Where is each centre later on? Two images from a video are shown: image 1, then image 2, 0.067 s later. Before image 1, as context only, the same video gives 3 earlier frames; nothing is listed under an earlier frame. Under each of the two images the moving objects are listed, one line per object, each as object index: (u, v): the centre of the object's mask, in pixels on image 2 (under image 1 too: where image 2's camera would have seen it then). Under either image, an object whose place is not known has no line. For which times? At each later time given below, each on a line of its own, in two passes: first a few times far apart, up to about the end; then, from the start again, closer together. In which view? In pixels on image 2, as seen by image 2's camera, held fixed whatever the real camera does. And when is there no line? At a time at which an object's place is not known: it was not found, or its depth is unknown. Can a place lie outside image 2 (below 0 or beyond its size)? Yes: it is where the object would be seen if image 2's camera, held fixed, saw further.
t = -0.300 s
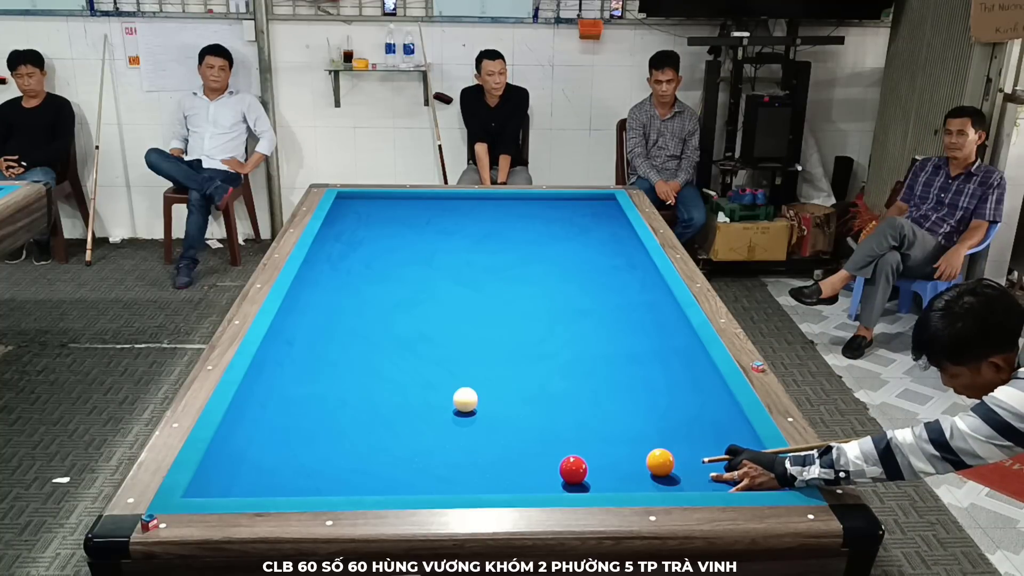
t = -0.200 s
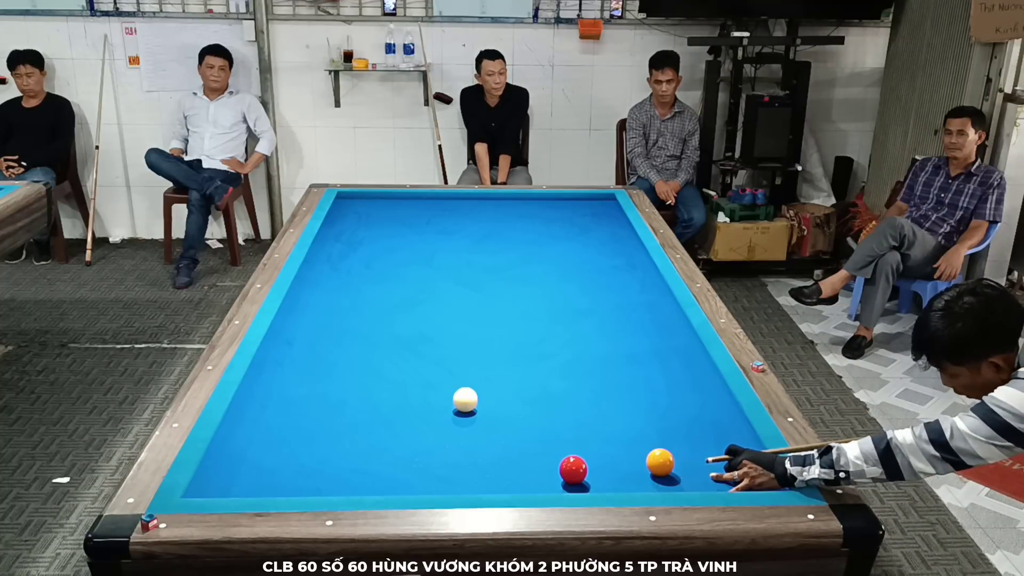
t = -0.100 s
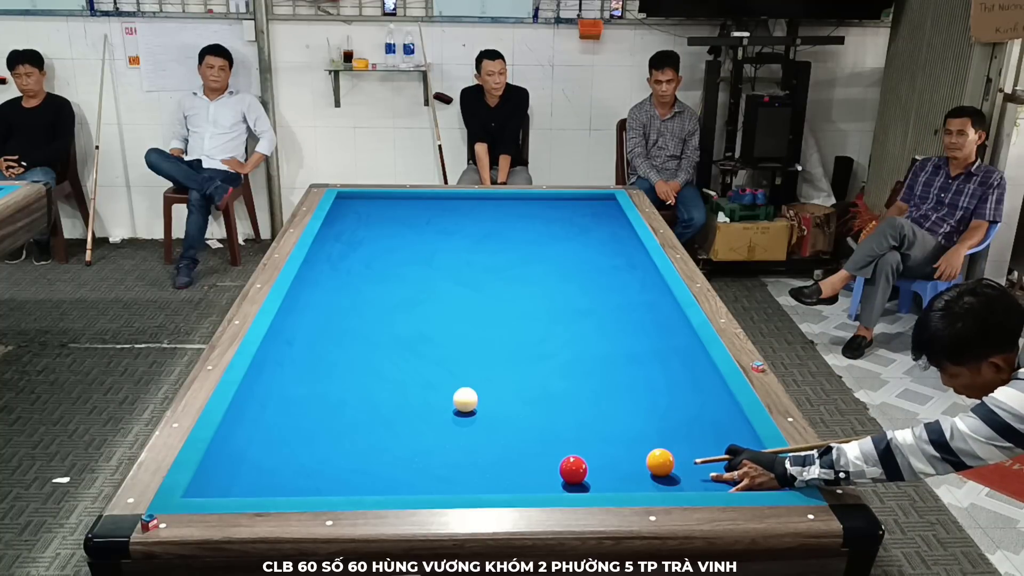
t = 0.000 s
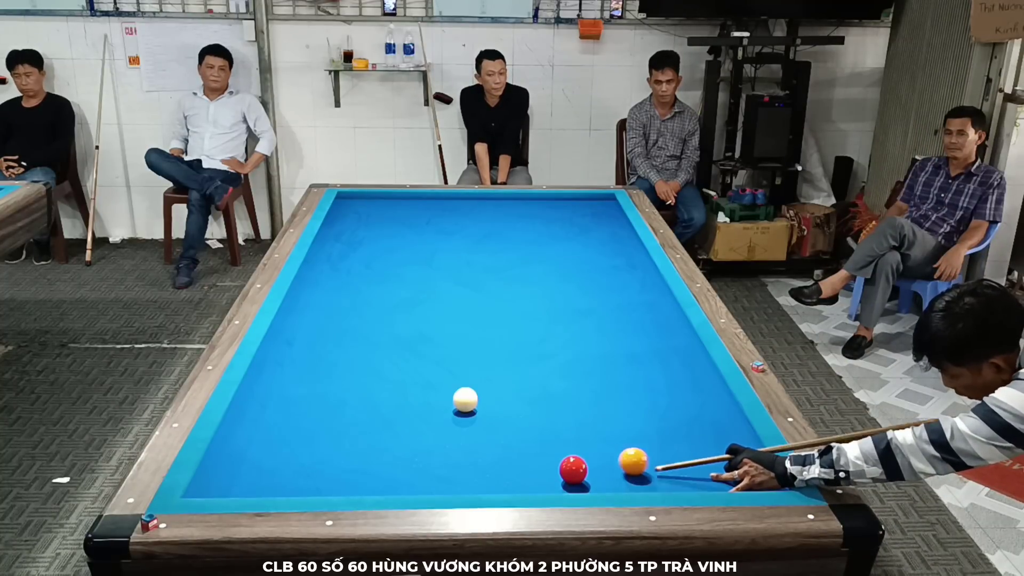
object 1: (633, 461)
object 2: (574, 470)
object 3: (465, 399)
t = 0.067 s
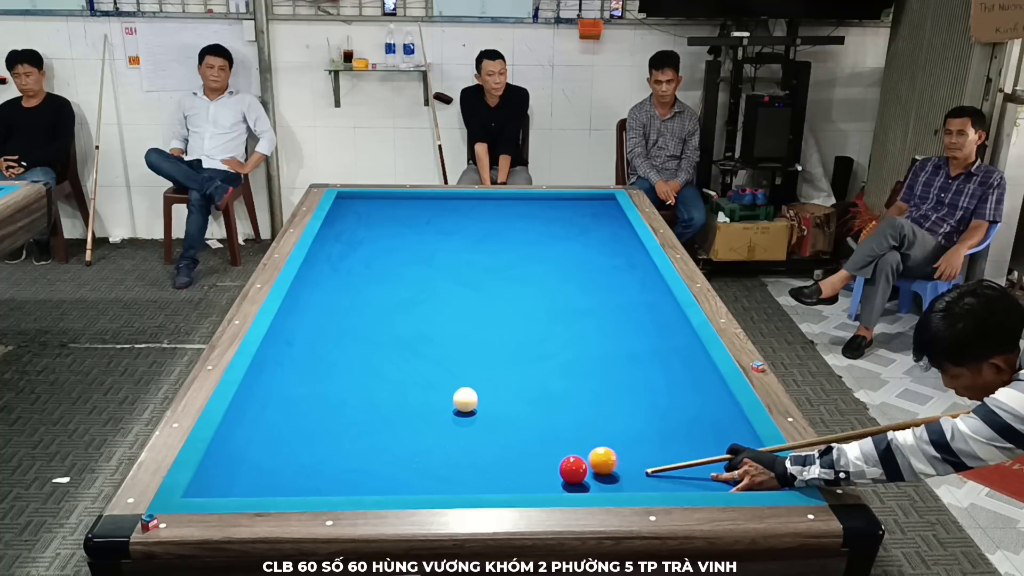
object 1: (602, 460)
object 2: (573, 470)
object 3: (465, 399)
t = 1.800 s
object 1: (485, 386)
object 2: (348, 450)
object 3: (416, 388)
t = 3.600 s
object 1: (480, 370)
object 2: (251, 424)
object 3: (348, 374)
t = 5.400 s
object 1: (480, 370)
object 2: (295, 417)
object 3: (331, 372)
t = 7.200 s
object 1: (480, 370)
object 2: (296, 418)
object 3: (331, 372)
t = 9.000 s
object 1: (480, 370)
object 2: (296, 418)
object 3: (331, 372)
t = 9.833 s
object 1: (480, 370)
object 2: (296, 417)
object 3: (331, 372)
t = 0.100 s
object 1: (592, 459)
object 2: (571, 471)
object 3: (465, 400)
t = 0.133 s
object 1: (585, 456)
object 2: (564, 474)
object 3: (465, 400)
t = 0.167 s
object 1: (580, 454)
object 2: (558, 476)
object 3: (465, 399)
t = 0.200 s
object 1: (576, 451)
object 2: (552, 478)
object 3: (465, 400)
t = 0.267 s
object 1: (568, 447)
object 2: (541, 482)
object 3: (465, 399)
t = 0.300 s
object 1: (564, 445)
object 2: (535, 483)
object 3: (465, 399)
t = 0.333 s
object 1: (560, 443)
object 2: (529, 484)
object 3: (465, 399)
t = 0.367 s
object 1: (556, 441)
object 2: (524, 486)
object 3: (465, 399)
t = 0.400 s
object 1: (552, 439)
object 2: (519, 485)
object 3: (465, 399)
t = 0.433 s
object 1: (548, 437)
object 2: (514, 485)
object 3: (465, 400)
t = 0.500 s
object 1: (541, 433)
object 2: (504, 484)
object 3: (465, 400)
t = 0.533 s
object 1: (537, 431)
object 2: (499, 483)
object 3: (465, 399)
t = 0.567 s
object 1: (534, 429)
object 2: (495, 482)
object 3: (465, 399)
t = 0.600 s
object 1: (530, 427)
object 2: (490, 482)
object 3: (465, 400)
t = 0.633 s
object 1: (527, 425)
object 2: (486, 481)
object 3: (465, 399)
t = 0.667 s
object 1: (523, 423)
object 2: (481, 480)
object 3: (465, 400)
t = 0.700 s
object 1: (520, 421)
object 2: (477, 480)
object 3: (465, 399)
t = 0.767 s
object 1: (513, 418)
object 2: (468, 478)
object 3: (465, 399)
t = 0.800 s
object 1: (510, 416)
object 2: (463, 476)
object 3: (465, 399)
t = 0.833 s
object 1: (507, 414)
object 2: (459, 475)
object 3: (465, 399)
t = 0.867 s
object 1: (503, 412)
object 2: (455, 474)
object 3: (465, 399)
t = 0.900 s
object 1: (500, 411)
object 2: (451, 473)
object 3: (465, 399)
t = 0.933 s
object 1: (497, 409)
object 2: (446, 472)
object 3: (465, 399)
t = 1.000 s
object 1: (491, 406)
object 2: (438, 470)
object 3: (465, 399)
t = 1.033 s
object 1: (488, 404)
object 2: (434, 469)
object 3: (465, 399)
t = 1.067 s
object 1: (488, 403)
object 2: (430, 469)
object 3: (462, 399)
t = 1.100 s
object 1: (488, 402)
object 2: (426, 467)
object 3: (460, 398)
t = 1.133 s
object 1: (488, 402)
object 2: (422, 467)
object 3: (457, 398)
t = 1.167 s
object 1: (488, 401)
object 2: (418, 466)
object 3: (455, 397)
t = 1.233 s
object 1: (487, 399)
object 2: (410, 464)
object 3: (451, 396)
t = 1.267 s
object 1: (487, 398)
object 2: (406, 463)
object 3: (449, 396)
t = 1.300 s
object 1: (487, 397)
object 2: (402, 462)
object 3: (446, 395)
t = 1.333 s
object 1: (487, 396)
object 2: (398, 461)
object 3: (444, 394)
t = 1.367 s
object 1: (487, 396)
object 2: (394, 461)
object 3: (442, 394)
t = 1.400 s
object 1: (487, 395)
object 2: (391, 460)
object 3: (440, 394)
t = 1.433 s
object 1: (487, 394)
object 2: (387, 459)
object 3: (438, 393)
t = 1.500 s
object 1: (487, 392)
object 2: (380, 457)
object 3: (434, 392)
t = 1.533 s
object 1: (486, 392)
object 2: (376, 456)
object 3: (432, 392)
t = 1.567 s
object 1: (486, 391)
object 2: (372, 456)
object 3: (430, 391)
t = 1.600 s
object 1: (486, 390)
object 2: (369, 455)
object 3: (428, 391)
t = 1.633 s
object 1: (486, 390)
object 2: (365, 454)
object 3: (426, 390)
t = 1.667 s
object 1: (486, 389)
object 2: (362, 453)
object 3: (424, 390)
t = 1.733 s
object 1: (486, 388)
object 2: (355, 452)
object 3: (420, 389)
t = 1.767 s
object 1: (486, 387)
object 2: (352, 451)
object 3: (418, 389)
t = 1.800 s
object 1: (485, 386)
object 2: (348, 450)
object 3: (416, 388)
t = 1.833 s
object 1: (485, 386)
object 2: (345, 450)
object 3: (414, 388)
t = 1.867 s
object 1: (485, 385)
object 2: (342, 449)
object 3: (413, 387)
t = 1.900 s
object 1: (485, 384)
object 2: (338, 448)
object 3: (411, 387)
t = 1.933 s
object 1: (485, 384)
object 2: (335, 448)
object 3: (409, 387)
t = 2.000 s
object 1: (485, 383)
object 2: (328, 446)
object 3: (406, 386)
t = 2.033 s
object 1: (484, 382)
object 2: (325, 446)
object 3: (404, 385)
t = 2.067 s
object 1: (484, 382)
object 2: (322, 445)
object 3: (402, 385)
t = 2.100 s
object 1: (484, 381)
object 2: (319, 445)
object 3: (401, 385)
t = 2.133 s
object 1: (484, 381)
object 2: (316, 444)
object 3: (399, 384)
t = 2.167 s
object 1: (484, 380)
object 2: (313, 443)
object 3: (397, 384)
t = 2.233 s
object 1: (483, 379)
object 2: (307, 442)
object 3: (394, 383)
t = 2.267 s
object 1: (483, 379)
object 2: (303, 442)
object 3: (393, 383)
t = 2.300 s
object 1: (483, 378)
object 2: (300, 441)
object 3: (391, 383)
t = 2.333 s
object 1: (483, 378)
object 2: (297, 440)
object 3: (390, 382)
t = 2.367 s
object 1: (483, 378)
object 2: (294, 440)
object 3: (388, 382)
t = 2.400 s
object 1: (483, 377)
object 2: (292, 439)
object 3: (387, 382)
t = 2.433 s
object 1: (482, 377)
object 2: (289, 439)
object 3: (385, 381)
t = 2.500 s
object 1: (482, 376)
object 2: (283, 438)
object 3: (383, 381)
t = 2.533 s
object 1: (482, 376)
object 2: (280, 437)
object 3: (381, 381)
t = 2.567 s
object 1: (482, 375)
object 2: (277, 437)
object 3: (380, 380)
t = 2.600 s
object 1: (482, 375)
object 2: (274, 436)
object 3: (379, 380)
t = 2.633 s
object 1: (481, 375)
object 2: (272, 436)
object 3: (377, 380)
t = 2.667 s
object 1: (481, 374)
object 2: (269, 435)
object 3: (376, 379)
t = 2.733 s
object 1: (481, 374)
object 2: (263, 434)
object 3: (374, 379)
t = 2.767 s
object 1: (481, 373)
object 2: (261, 433)
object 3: (372, 379)
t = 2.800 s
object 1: (481, 373)
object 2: (258, 433)
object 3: (371, 378)
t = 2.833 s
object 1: (481, 373)
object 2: (256, 432)
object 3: (370, 378)
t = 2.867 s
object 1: (480, 373)
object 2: (253, 432)
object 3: (369, 378)
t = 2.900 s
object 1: (480, 372)
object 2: (250, 432)
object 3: (367, 378)
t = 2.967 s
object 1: (480, 372)
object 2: (245, 430)
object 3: (365, 377)
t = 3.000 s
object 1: (480, 372)
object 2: (243, 430)
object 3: (364, 377)
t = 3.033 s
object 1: (480, 372)
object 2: (240, 430)
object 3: (363, 377)
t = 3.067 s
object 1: (480, 371)
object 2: (238, 429)
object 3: (362, 377)
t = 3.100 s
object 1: (480, 371)
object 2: (235, 429)
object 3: (361, 376)
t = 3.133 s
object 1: (480, 371)
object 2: (233, 428)
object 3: (360, 376)
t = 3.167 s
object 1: (480, 371)
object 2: (231, 428)
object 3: (359, 376)
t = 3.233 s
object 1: (480, 371)
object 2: (234, 427)
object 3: (357, 376)
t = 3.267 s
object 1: (480, 370)
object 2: (235, 427)
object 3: (356, 375)
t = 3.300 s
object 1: (480, 370)
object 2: (237, 427)
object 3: (355, 375)
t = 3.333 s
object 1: (480, 370)
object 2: (239, 426)
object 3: (354, 375)
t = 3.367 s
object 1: (480, 370)
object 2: (240, 426)
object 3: (354, 375)
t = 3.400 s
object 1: (480, 370)
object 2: (242, 426)
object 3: (353, 375)
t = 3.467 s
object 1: (480, 370)
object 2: (245, 425)
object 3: (351, 374)
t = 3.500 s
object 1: (480, 370)
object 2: (247, 424)
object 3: (350, 374)
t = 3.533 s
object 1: (480, 370)
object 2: (248, 424)
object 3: (349, 374)
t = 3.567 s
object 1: (480, 370)
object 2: (250, 424)
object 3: (349, 374)
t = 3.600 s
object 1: (480, 370)
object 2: (251, 424)
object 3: (348, 374)
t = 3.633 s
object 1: (480, 370)
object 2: (252, 424)
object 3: (347, 373)
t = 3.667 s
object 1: (480, 370)
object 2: (254, 423)
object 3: (346, 373)
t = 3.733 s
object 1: (480, 370)
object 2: (256, 423)
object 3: (345, 373)
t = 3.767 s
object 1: (480, 370)
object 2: (258, 423)
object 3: (344, 373)
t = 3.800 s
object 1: (480, 370)
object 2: (259, 423)
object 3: (344, 373)
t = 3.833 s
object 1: (480, 370)
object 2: (261, 422)
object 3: (343, 373)
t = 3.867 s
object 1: (480, 370)
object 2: (262, 422)
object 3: (342, 373)
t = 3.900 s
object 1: (480, 370)
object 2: (263, 422)
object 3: (342, 373)
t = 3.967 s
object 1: (480, 370)
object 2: (265, 422)
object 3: (341, 372)
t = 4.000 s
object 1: (480, 370)
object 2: (267, 421)
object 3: (340, 372)
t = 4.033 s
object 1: (480, 370)
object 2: (268, 421)
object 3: (339, 372)
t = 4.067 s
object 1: (480, 370)
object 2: (269, 421)
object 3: (339, 372)
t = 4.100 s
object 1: (480, 370)
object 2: (270, 421)
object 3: (338, 372)
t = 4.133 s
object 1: (480, 370)
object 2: (271, 421)
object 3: (338, 372)
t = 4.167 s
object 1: (480, 370)
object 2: (272, 420)
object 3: (338, 372)
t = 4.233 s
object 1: (480, 370)
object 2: (274, 420)
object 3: (337, 372)
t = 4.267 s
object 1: (480, 370)
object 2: (275, 420)
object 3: (336, 372)
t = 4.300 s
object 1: (480, 370)
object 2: (276, 420)
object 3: (336, 372)
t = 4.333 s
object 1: (480, 370)
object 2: (277, 419)
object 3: (335, 372)
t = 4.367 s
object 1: (480, 370)
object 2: (278, 419)
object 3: (335, 372)
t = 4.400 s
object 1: (480, 370)
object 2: (279, 419)
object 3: (335, 372)
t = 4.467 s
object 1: (480, 370)
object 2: (281, 419)
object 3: (334, 372)
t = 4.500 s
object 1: (480, 370)
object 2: (282, 419)
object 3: (334, 372)
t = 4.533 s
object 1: (480, 370)
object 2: (282, 419)
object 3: (333, 372)
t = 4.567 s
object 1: (480, 370)
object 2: (283, 419)
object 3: (333, 372)
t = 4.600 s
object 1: (480, 370)
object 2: (284, 419)
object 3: (333, 372)
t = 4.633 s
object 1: (480, 370)
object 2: (285, 419)
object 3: (333, 372)
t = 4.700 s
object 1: (480, 370)
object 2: (286, 418)
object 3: (332, 372)
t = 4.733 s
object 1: (480, 370)
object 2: (287, 418)
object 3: (332, 372)
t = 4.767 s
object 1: (480, 370)
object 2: (287, 418)
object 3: (332, 372)
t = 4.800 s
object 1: (480, 370)
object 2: (288, 418)
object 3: (332, 372)
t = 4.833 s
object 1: (480, 370)
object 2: (289, 418)
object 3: (332, 372)
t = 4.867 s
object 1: (480, 370)
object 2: (289, 418)
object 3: (331, 372)
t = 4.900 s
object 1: (480, 370)
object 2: (290, 418)
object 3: (331, 372)
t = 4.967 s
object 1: (480, 370)
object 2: (291, 418)
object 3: (331, 372)
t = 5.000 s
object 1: (480, 370)
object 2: (291, 418)
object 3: (331, 372)
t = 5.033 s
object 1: (480, 370)
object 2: (292, 418)
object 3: (331, 372)
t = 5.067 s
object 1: (480, 370)
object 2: (292, 418)
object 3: (331, 372)
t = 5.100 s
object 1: (480, 370)
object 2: (293, 418)
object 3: (331, 372)
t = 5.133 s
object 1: (480, 370)
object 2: (293, 418)
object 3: (331, 372)
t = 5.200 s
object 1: (480, 370)
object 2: (294, 417)
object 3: (331, 372)
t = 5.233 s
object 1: (480, 370)
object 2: (294, 417)
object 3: (331, 372)
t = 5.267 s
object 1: (480, 370)
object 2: (294, 417)
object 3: (331, 372)
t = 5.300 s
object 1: (480, 370)
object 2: (295, 417)
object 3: (331, 372)
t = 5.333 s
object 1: (480, 370)
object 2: (295, 417)
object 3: (331, 372)
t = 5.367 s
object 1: (480, 370)
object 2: (295, 417)
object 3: (331, 372)
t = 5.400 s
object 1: (480, 370)
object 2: (295, 417)
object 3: (331, 372)
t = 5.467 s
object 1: (480, 370)
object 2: (295, 417)
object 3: (331, 372)
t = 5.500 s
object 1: (480, 370)
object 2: (295, 417)
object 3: (331, 372)
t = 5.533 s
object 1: (480, 370)
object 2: (295, 417)
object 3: (331, 372)
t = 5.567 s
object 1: (480, 370)
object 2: (296, 417)
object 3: (331, 372)
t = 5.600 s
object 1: (480, 370)
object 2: (296, 417)
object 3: (331, 372)
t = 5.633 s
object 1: (480, 370)
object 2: (296, 417)
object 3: (331, 372)
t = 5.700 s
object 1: (480, 370)
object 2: (296, 417)
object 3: (331, 372)
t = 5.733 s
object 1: (480, 370)
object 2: (296, 417)
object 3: (331, 372)
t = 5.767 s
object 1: (480, 370)
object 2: (296, 418)
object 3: (331, 372)
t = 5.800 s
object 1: (480, 370)
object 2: (296, 418)
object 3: (331, 372)
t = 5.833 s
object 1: (480, 370)
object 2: (296, 418)
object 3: (331, 372)
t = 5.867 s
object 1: (480, 370)
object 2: (296, 418)
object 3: (331, 372)
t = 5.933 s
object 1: (480, 370)
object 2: (296, 418)
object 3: (331, 372)
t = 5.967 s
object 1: (480, 370)
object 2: (296, 418)
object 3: (331, 372)
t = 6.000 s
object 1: (480, 370)
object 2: (296, 417)
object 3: (331, 372)
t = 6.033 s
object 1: (480, 370)
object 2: (296, 418)
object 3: (331, 372)
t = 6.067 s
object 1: (480, 370)
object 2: (296, 417)
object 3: (331, 372)
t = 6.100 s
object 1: (480, 370)
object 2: (296, 417)
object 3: (331, 372)
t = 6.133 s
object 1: (480, 370)
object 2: (296, 418)
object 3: (331, 372)
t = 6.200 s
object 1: (480, 370)
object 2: (296, 418)
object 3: (331, 372)
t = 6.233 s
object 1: (480, 370)
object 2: (296, 418)
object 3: (331, 372)
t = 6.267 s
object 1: (480, 370)
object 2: (296, 418)
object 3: (331, 372)
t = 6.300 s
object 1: (480, 370)
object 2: (296, 418)
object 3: (331, 372)
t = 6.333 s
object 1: (480, 370)
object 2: (296, 418)
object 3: (331, 372)
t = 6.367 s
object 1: (480, 370)
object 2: (296, 418)
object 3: (331, 372)
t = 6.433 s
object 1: (480, 370)
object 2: (296, 418)
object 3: (331, 372)
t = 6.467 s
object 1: (480, 370)
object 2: (296, 418)
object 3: (331, 372)
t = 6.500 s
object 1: (480, 370)
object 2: (296, 418)
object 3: (331, 372)
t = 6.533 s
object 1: (480, 370)
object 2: (296, 418)
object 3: (331, 372)
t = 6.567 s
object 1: (480, 370)
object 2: (296, 418)
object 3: (331, 372)
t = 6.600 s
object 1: (480, 370)
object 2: (296, 418)
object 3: (331, 372)
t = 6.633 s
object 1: (480, 370)
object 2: (296, 418)
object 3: (331, 372)
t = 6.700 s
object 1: (480, 370)
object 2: (296, 418)
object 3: (331, 372)
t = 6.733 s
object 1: (480, 370)
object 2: (296, 418)
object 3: (331, 372)
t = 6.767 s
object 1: (480, 370)
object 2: (296, 418)
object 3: (331, 372)
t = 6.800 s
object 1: (480, 370)
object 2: (296, 418)
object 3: (331, 372)
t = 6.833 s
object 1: (480, 370)
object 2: (296, 418)
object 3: (331, 372)
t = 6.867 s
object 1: (480, 370)
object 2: (296, 418)
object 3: (331, 372)
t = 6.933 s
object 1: (480, 370)
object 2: (296, 418)
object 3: (331, 372)
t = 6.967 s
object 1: (480, 370)
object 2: (296, 418)
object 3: (331, 372)
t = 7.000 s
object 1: (480, 370)
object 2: (296, 418)
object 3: (331, 372)
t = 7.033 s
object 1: (480, 370)
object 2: (296, 418)
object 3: (331, 372)
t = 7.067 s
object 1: (480, 370)
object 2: (296, 418)
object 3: (331, 372)
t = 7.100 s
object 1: (480, 370)
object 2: (296, 418)
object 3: (331, 372)
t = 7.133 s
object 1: (480, 370)
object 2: (296, 418)
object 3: (331, 372)
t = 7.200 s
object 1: (480, 370)
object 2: (296, 418)
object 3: (331, 372)
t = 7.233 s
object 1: (480, 370)
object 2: (296, 418)
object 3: (331, 372)
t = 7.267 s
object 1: (480, 370)
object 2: (296, 418)
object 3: (331, 372)
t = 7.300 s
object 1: (480, 370)
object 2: (296, 418)
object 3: (331, 372)
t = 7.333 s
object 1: (480, 370)
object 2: (296, 418)
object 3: (331, 372)
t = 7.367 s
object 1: (480, 370)
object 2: (296, 418)
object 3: (331, 372)
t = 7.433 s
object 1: (480, 370)
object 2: (296, 418)
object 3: (331, 372)
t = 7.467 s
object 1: (480, 370)
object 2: (296, 418)
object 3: (331, 372)
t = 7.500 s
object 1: (480, 370)
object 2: (296, 418)
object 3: (331, 372)
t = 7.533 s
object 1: (480, 370)
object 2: (296, 418)
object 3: (331, 372)
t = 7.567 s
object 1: (480, 370)
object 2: (296, 418)
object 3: (331, 372)
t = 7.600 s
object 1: (480, 370)
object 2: (296, 418)
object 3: (331, 372)
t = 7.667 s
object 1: (480, 370)
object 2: (296, 418)
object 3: (331, 372)
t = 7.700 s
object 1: (480, 370)
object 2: (296, 418)
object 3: (331, 372)
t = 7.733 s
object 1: (480, 370)
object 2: (296, 418)
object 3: (331, 372)
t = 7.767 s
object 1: (480, 370)
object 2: (296, 418)
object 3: (331, 372)
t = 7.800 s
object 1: (480, 370)
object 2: (296, 418)
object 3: (331, 372)
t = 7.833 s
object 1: (480, 370)
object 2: (296, 417)
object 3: (331, 372)
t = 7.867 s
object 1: (480, 370)
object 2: (296, 418)
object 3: (331, 372)
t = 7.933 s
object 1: (480, 370)
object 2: (296, 418)
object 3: (331, 372)
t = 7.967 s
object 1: (480, 370)
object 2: (296, 418)
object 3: (331, 372)
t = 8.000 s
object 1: (480, 370)
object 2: (296, 418)
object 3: (331, 372)
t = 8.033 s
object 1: (480, 370)
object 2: (296, 418)
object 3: (331, 372)
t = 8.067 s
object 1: (480, 370)
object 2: (296, 418)
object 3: (331, 372)
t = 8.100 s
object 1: (480, 370)
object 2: (296, 418)
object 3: (331, 372)
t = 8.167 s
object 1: (480, 370)
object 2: (296, 418)
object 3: (331, 372)
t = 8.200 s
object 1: (480, 370)
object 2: (296, 418)
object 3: (331, 372)
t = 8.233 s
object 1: (480, 370)
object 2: (296, 418)
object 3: (331, 372)
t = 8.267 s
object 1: (480, 370)
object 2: (296, 418)
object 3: (331, 372)
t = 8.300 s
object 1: (480, 370)
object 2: (296, 418)
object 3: (331, 372)
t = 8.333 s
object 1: (480, 370)
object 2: (296, 418)
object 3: (331, 372)
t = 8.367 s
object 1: (480, 370)
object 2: (296, 418)
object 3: (331, 372)
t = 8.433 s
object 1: (480, 370)
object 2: (296, 418)
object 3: (331, 372)
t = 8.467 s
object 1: (480, 370)
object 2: (296, 418)
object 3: (331, 372)
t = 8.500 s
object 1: (480, 370)
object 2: (296, 418)
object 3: (331, 372)
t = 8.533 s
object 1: (480, 370)
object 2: (296, 418)
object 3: (331, 372)
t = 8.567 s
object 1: (480, 370)
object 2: (296, 418)
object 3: (331, 372)
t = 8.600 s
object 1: (480, 370)
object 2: (296, 418)
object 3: (331, 372)
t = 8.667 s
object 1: (480, 370)
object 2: (296, 418)
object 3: (331, 372)
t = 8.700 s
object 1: (480, 370)
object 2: (296, 418)
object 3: (331, 372)
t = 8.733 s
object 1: (480, 370)
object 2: (296, 418)
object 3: (331, 372)
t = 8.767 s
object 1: (480, 370)
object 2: (296, 418)
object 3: (331, 372)
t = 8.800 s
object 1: (480, 370)
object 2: (296, 418)
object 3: (331, 372)
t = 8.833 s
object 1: (480, 370)
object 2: (296, 418)
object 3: (331, 372)
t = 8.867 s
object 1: (480, 370)
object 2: (296, 418)
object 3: (331, 372)
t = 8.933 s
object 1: (480, 370)
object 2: (296, 418)
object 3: (331, 372)
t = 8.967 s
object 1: (480, 370)
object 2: (296, 418)
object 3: (331, 372)
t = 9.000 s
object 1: (480, 370)
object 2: (296, 418)
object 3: (331, 372)
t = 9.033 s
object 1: (480, 370)
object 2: (296, 418)
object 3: (331, 372)
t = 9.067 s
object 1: (480, 370)
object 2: (296, 418)
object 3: (331, 372)
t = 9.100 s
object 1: (480, 370)
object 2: (296, 418)
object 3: (331, 372)
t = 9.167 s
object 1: (480, 370)
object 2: (296, 418)
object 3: (331, 372)
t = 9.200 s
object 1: (480, 370)
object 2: (296, 418)
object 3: (331, 372)
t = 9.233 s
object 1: (480, 370)
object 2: (296, 418)
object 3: (331, 372)
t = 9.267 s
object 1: (480, 370)
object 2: (296, 418)
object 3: (331, 372)
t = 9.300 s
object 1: (480, 370)
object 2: (296, 417)
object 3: (331, 372)
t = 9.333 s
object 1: (480, 370)
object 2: (296, 417)
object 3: (331, 372)
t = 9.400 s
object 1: (480, 370)
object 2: (296, 417)
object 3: (331, 372)
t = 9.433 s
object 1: (480, 370)
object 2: (296, 417)
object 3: (331, 372)
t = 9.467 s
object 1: (480, 370)
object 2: (296, 418)
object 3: (331, 372)
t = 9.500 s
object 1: (480, 370)
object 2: (296, 417)
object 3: (331, 372)
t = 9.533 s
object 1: (480, 370)
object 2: (296, 417)
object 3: (331, 372)
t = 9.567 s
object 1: (480, 370)
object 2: (296, 418)
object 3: (331, 372)
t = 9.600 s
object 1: (480, 370)
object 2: (296, 417)
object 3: (331, 372)
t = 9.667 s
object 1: (480, 370)
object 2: (296, 417)
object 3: (331, 372)
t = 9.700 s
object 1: (480, 370)
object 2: (296, 417)
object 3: (331, 372)
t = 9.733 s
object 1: (480, 370)
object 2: (296, 417)
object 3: (331, 372)
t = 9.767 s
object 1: (480, 370)
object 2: (296, 417)
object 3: (331, 372)
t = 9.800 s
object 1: (480, 370)
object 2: (296, 417)
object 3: (331, 372)
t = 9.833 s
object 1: (480, 370)
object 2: (296, 417)
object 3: (331, 372)
